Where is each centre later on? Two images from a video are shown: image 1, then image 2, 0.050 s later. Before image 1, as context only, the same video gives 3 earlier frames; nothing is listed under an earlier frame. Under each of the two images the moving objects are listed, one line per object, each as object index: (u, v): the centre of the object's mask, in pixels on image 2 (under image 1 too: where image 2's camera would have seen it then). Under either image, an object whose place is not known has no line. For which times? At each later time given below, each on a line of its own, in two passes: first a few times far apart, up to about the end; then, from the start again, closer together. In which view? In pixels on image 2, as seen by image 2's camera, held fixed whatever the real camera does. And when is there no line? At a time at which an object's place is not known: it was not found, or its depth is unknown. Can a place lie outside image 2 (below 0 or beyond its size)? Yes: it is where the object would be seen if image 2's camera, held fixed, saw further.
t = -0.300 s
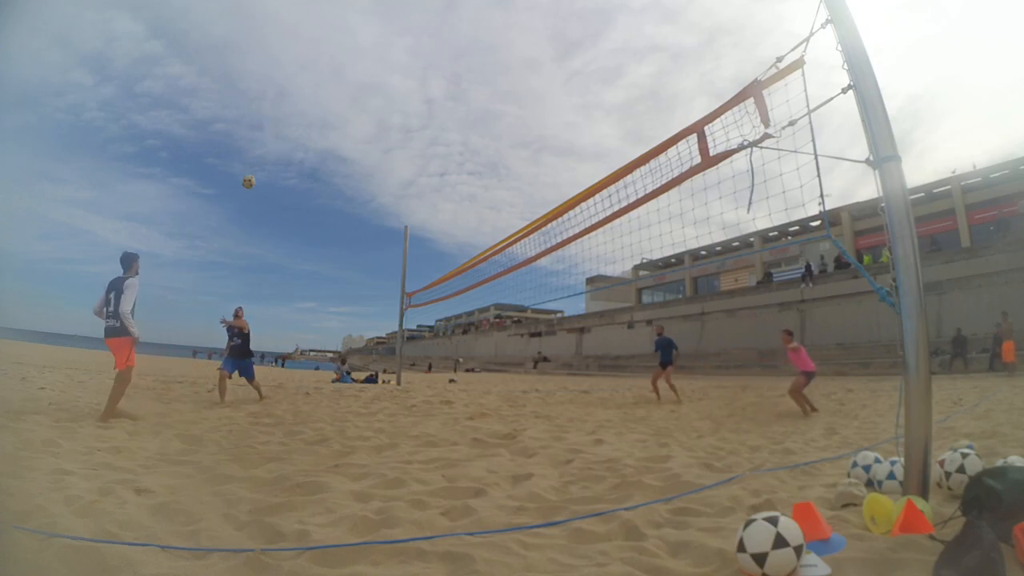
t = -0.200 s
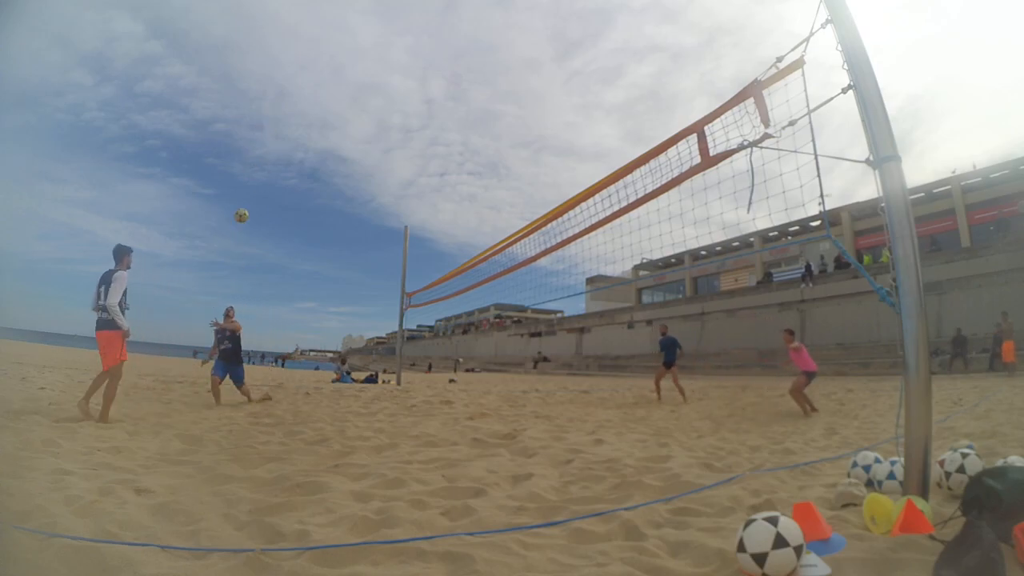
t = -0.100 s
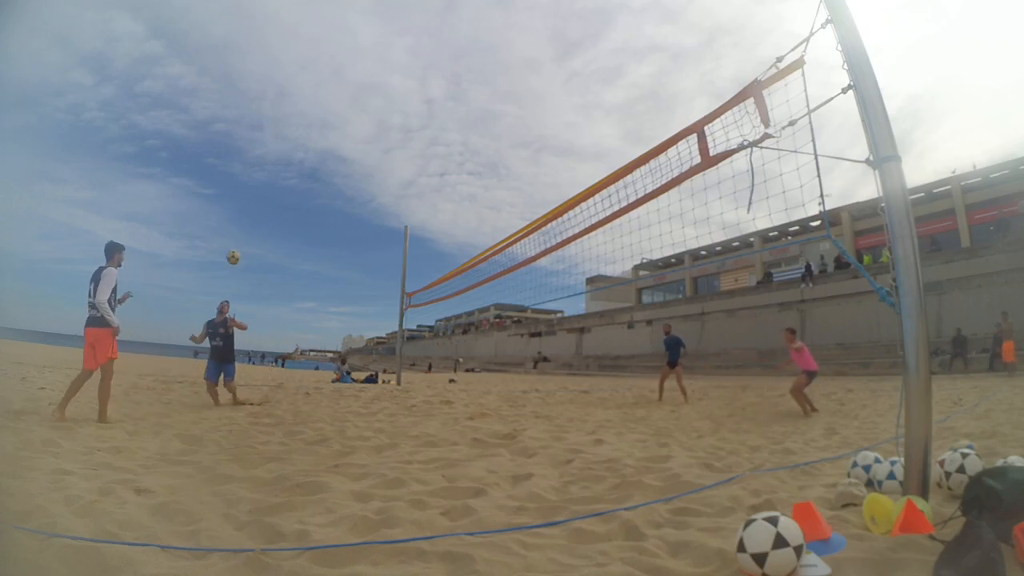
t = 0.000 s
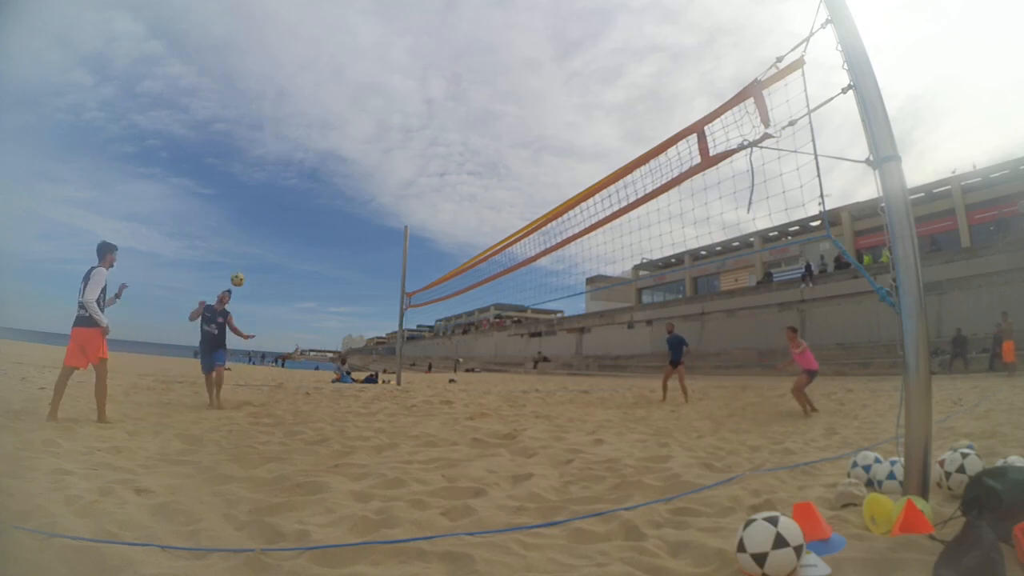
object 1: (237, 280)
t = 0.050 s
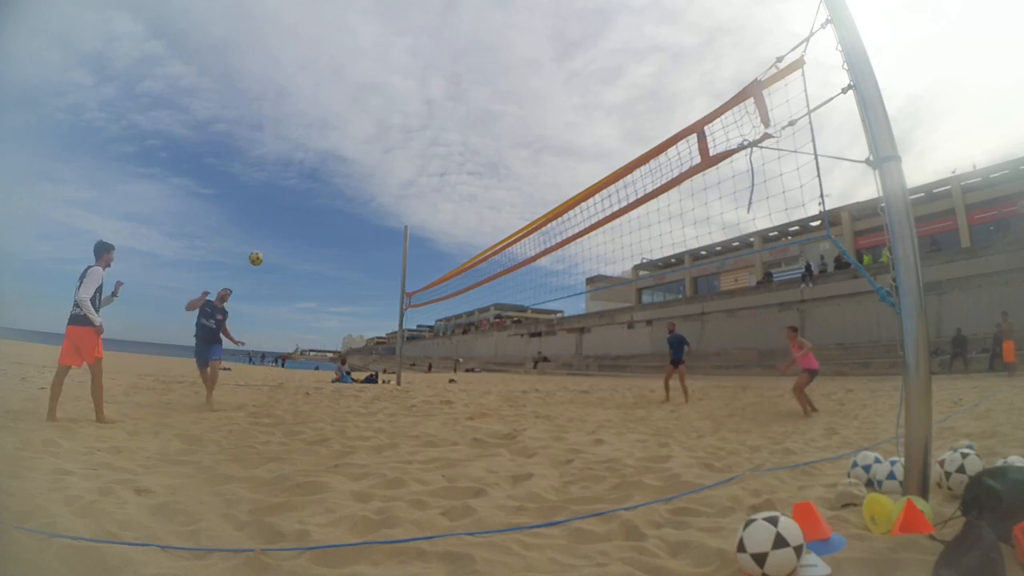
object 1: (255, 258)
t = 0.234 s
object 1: (324, 195)
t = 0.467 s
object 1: (414, 147)
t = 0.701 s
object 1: (503, 136)
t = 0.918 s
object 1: (585, 159)
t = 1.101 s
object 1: (655, 206)
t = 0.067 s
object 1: (262, 251)
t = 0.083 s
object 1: (268, 245)
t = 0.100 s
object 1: (274, 239)
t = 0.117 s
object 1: (280, 233)
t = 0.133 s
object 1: (287, 227)
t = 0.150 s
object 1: (293, 221)
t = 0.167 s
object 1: (299, 215)
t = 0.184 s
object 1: (306, 210)
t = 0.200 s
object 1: (312, 205)
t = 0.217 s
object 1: (318, 200)
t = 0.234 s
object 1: (324, 195)
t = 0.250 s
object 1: (331, 191)
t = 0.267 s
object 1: (337, 186)
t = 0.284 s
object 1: (343, 182)
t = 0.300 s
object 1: (350, 178)
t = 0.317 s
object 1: (356, 174)
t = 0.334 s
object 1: (362, 170)
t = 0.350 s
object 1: (369, 166)
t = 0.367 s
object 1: (375, 163)
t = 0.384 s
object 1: (381, 160)
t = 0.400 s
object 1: (388, 157)
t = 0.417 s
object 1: (394, 154)
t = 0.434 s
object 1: (401, 152)
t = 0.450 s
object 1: (408, 149)
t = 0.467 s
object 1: (414, 147)
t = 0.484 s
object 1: (420, 145)
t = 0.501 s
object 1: (427, 143)
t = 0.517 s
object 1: (433, 141)
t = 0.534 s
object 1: (439, 140)
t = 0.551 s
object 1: (446, 139)
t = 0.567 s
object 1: (452, 138)
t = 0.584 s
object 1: (458, 137)
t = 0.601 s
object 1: (465, 136)
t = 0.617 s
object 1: (471, 135)
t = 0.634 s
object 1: (477, 135)
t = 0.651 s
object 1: (484, 135)
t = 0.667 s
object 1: (490, 135)
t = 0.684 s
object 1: (496, 135)
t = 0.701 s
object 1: (503, 136)
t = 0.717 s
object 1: (509, 136)
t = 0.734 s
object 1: (515, 137)
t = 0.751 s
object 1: (521, 138)
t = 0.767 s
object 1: (528, 139)
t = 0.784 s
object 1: (534, 141)
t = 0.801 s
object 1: (541, 142)
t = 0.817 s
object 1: (547, 144)
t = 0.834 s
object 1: (553, 146)
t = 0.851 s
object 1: (559, 148)
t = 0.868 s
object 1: (566, 151)
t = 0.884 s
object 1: (572, 153)
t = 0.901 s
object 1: (579, 156)
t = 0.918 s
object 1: (585, 159)
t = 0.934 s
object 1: (591, 162)
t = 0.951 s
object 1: (598, 166)
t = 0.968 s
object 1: (604, 169)
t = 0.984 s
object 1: (608, 171)
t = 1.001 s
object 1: (618, 181)
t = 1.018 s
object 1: (624, 183)
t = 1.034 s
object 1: (629, 186)
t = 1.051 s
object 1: (635, 191)
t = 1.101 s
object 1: (655, 206)
